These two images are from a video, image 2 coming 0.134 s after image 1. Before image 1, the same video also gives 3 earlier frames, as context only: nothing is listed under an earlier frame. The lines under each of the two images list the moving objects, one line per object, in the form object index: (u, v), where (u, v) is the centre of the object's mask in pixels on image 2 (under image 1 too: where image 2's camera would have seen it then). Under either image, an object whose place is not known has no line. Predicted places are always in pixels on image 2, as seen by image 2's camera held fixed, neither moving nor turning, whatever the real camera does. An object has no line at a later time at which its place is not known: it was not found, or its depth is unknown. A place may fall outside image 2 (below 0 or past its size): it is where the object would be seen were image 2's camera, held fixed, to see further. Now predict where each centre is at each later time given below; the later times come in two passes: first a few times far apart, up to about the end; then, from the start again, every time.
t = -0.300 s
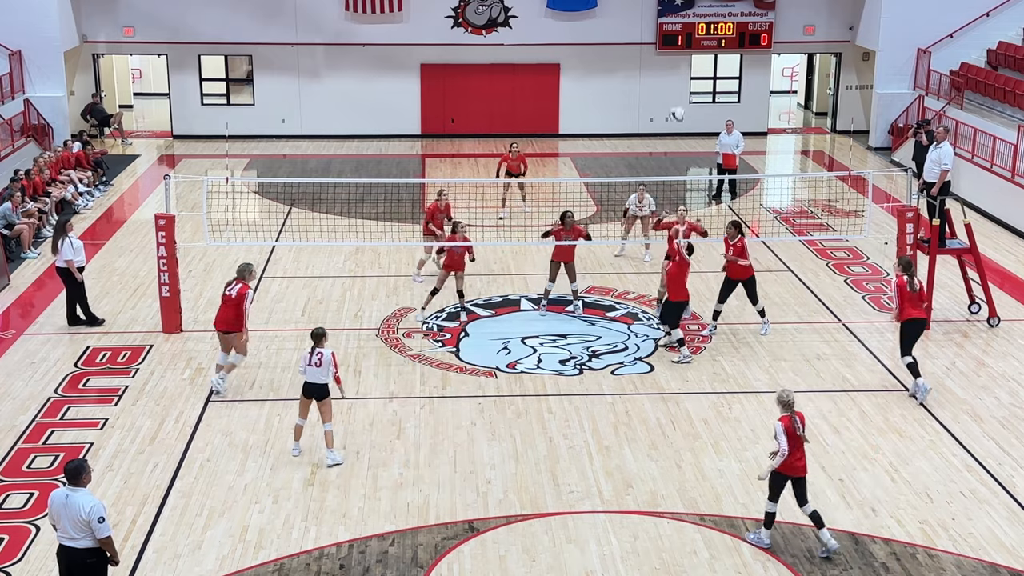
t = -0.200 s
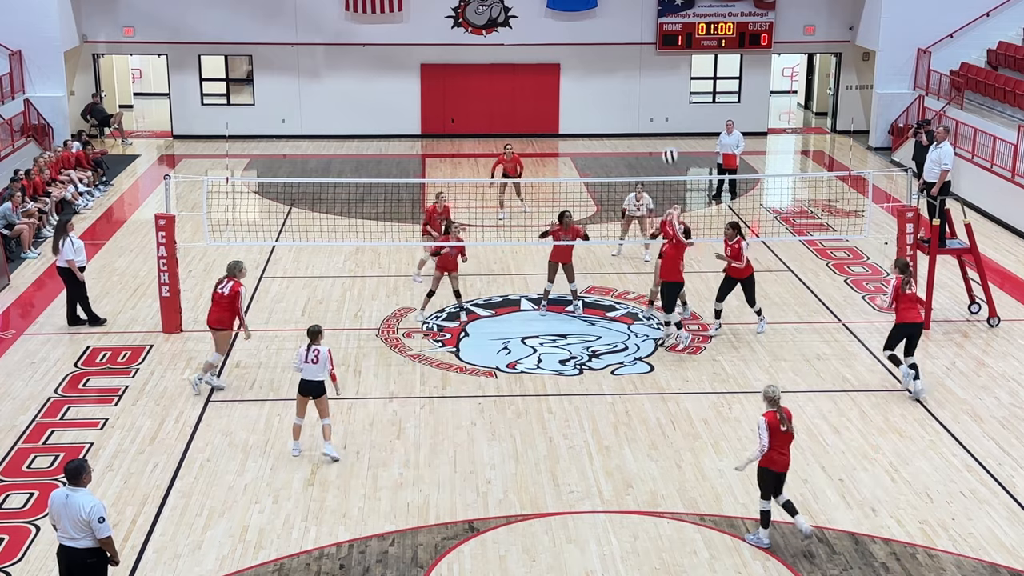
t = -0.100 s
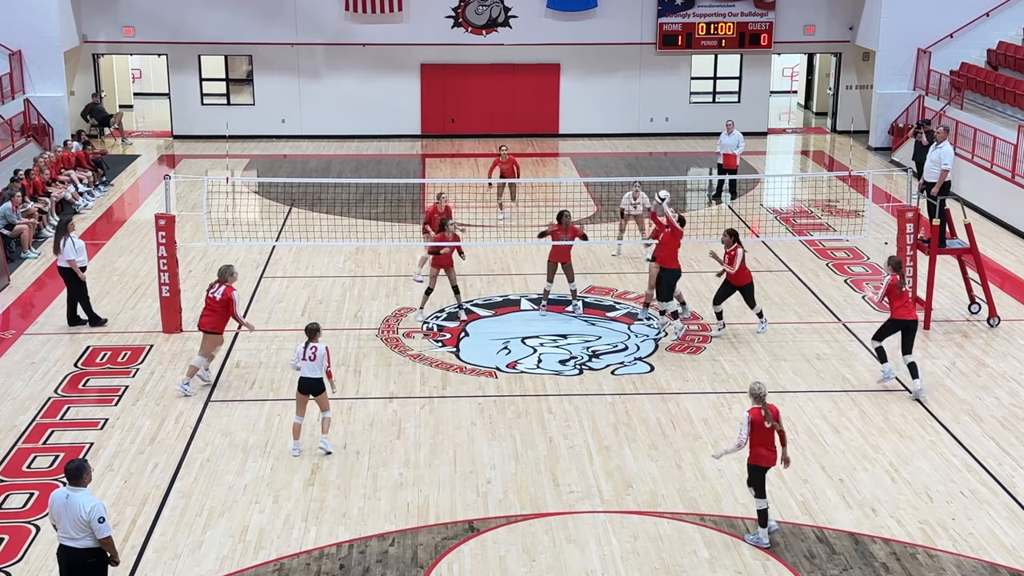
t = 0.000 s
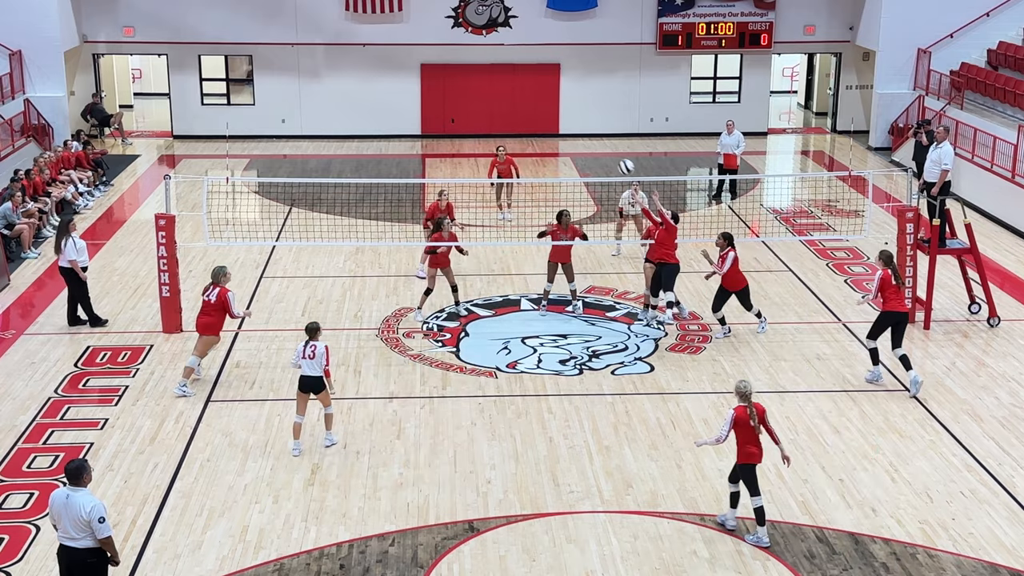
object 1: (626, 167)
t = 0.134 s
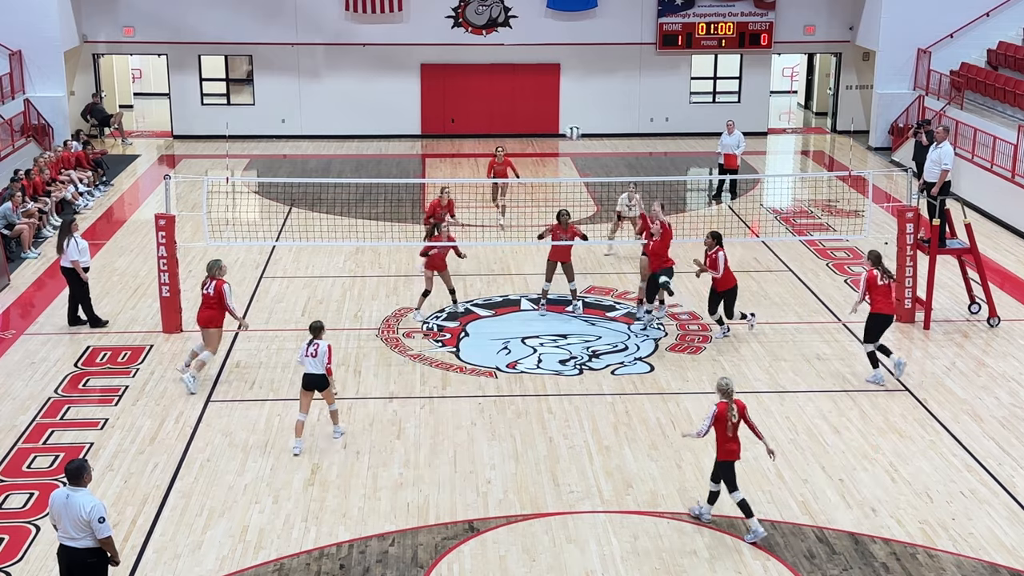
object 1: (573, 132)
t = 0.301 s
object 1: (507, 105)
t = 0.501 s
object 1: (430, 100)
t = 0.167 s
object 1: (558, 124)
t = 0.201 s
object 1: (546, 119)
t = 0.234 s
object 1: (533, 114)
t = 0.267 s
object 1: (520, 109)
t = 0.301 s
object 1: (507, 105)
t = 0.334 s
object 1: (494, 102)
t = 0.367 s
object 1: (481, 100)
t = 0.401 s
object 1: (468, 99)
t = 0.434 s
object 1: (455, 99)
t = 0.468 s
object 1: (443, 99)
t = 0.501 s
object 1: (430, 100)
